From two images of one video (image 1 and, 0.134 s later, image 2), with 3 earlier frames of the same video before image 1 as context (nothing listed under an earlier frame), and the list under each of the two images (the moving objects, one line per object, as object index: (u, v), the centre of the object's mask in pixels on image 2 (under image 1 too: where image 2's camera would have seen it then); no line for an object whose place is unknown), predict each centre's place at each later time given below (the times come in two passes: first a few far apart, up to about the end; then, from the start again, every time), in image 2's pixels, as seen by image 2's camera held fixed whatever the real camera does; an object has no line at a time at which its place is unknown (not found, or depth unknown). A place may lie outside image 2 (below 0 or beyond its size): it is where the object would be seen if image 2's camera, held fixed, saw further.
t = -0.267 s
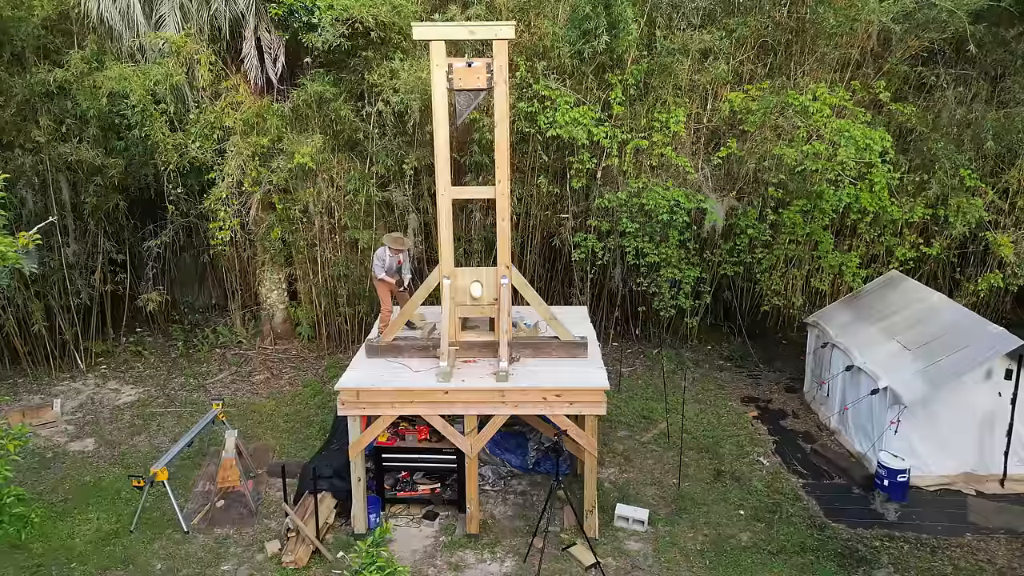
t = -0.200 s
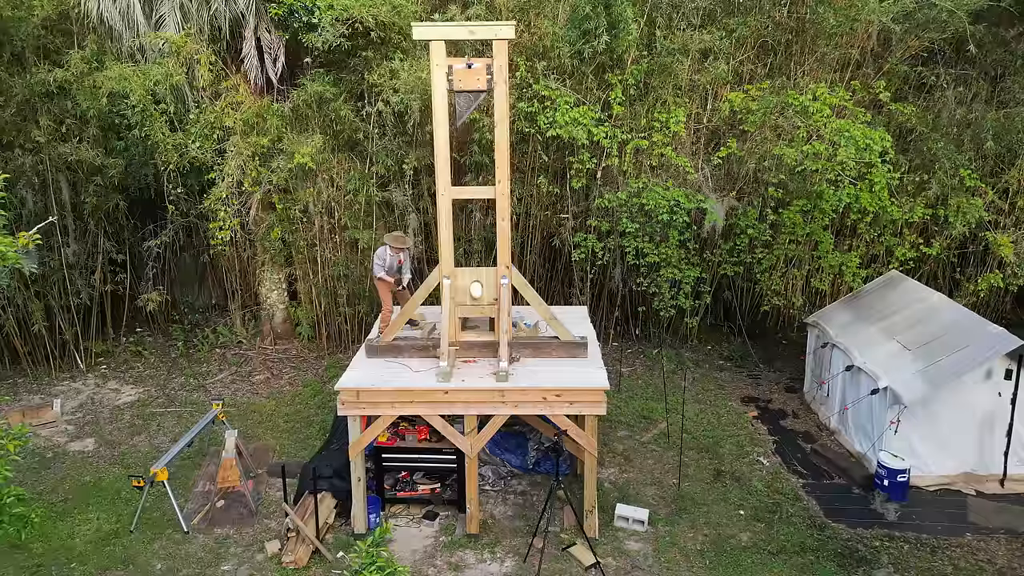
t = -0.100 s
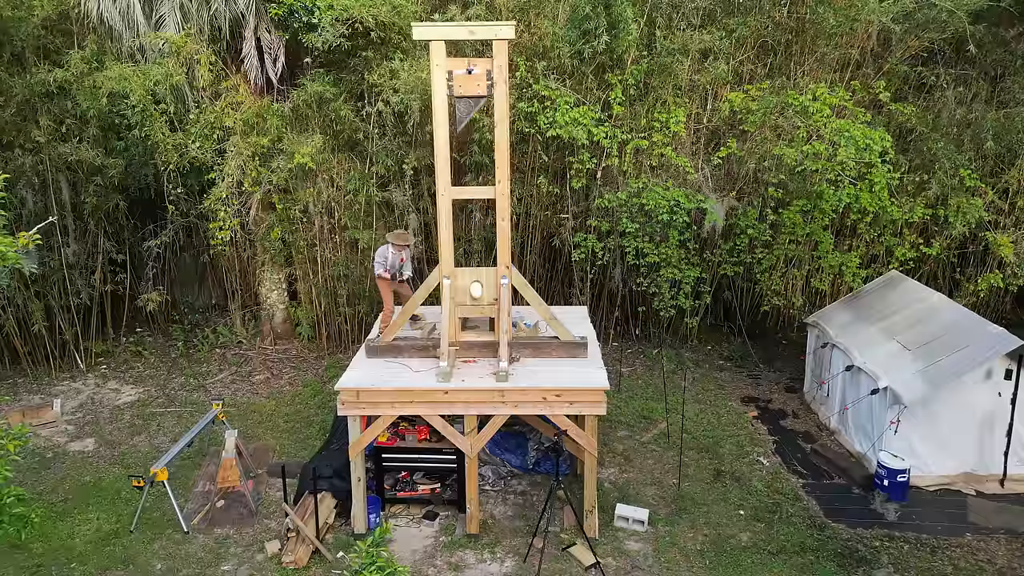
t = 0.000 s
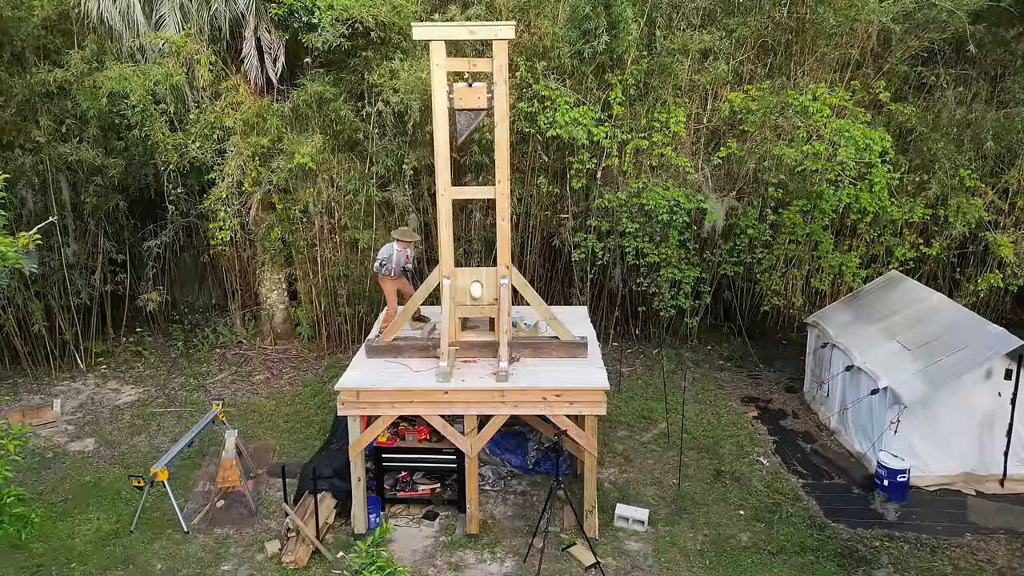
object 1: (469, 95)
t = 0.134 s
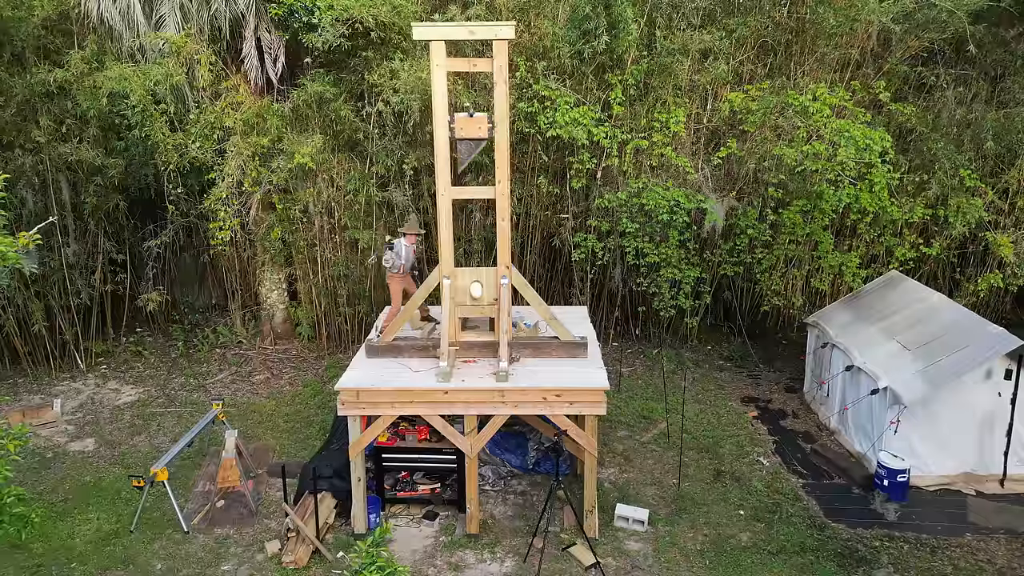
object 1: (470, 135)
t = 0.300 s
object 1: (471, 190)
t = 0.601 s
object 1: (476, 294)
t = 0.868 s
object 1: (475, 294)
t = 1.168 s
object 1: (475, 294)
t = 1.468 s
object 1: (476, 294)
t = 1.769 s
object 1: (476, 294)
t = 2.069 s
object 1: (475, 294)
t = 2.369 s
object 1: (476, 294)
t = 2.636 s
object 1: (476, 294)
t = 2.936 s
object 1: (476, 294)
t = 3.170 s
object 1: (476, 294)
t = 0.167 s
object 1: (470, 145)
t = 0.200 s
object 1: (470, 154)
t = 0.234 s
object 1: (471, 166)
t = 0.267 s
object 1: (471, 177)
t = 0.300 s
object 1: (471, 190)
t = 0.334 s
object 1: (472, 204)
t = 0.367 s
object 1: (473, 219)
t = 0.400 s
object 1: (473, 233)
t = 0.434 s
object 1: (473, 249)
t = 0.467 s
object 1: (473, 264)
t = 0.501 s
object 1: (474, 277)
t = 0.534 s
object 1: (474, 282)
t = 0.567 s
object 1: (475, 290)
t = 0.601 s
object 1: (476, 294)
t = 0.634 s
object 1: (474, 298)
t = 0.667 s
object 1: (474, 298)
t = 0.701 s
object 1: (475, 292)
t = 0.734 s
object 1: (475, 292)
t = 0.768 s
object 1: (475, 294)
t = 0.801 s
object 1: (475, 294)
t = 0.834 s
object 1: (476, 294)
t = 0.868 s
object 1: (475, 294)
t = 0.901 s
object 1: (475, 294)
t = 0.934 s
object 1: (476, 294)
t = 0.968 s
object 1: (476, 294)
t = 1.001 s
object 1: (475, 294)
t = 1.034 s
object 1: (475, 294)
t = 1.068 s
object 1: (475, 294)
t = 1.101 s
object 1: (475, 294)
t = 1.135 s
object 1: (475, 294)
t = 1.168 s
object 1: (475, 294)
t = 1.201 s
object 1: (476, 294)
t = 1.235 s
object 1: (476, 294)
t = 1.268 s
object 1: (476, 294)
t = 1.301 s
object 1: (476, 294)
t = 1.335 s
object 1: (476, 294)
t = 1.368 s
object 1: (476, 294)
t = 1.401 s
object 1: (476, 294)
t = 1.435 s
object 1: (476, 294)
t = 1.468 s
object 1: (476, 294)
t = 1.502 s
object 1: (476, 294)
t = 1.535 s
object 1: (476, 294)
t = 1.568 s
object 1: (476, 294)
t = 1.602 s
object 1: (476, 294)
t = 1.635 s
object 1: (476, 294)
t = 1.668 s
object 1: (476, 294)
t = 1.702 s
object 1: (476, 294)
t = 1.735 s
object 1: (476, 294)
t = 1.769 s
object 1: (476, 294)
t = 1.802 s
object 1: (476, 294)
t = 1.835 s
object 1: (476, 294)
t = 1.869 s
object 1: (476, 294)
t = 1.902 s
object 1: (476, 294)
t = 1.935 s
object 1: (476, 294)
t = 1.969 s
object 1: (476, 294)
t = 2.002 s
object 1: (476, 294)
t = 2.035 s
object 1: (476, 294)
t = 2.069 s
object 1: (475, 294)
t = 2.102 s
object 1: (476, 294)
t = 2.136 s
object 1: (476, 294)
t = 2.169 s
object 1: (476, 294)
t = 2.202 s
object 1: (476, 294)
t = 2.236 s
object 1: (476, 294)
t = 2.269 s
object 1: (476, 294)
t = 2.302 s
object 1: (476, 294)
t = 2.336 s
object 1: (476, 294)
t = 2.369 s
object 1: (476, 294)
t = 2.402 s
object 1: (476, 294)
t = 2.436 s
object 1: (476, 294)
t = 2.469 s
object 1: (476, 294)
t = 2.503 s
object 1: (476, 294)
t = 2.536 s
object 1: (476, 294)
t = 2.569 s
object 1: (476, 294)
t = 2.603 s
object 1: (476, 294)
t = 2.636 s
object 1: (476, 294)
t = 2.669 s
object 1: (476, 294)
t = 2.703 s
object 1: (476, 294)
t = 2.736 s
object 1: (476, 294)
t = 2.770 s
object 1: (476, 294)
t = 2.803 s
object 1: (476, 294)
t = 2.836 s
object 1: (476, 294)
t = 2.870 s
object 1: (476, 294)
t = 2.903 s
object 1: (476, 294)
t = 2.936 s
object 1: (476, 294)
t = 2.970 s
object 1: (476, 294)
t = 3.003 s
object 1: (476, 294)
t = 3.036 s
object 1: (476, 294)
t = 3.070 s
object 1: (476, 294)
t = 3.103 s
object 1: (476, 294)
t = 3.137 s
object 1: (476, 294)
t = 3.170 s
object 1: (476, 294)
